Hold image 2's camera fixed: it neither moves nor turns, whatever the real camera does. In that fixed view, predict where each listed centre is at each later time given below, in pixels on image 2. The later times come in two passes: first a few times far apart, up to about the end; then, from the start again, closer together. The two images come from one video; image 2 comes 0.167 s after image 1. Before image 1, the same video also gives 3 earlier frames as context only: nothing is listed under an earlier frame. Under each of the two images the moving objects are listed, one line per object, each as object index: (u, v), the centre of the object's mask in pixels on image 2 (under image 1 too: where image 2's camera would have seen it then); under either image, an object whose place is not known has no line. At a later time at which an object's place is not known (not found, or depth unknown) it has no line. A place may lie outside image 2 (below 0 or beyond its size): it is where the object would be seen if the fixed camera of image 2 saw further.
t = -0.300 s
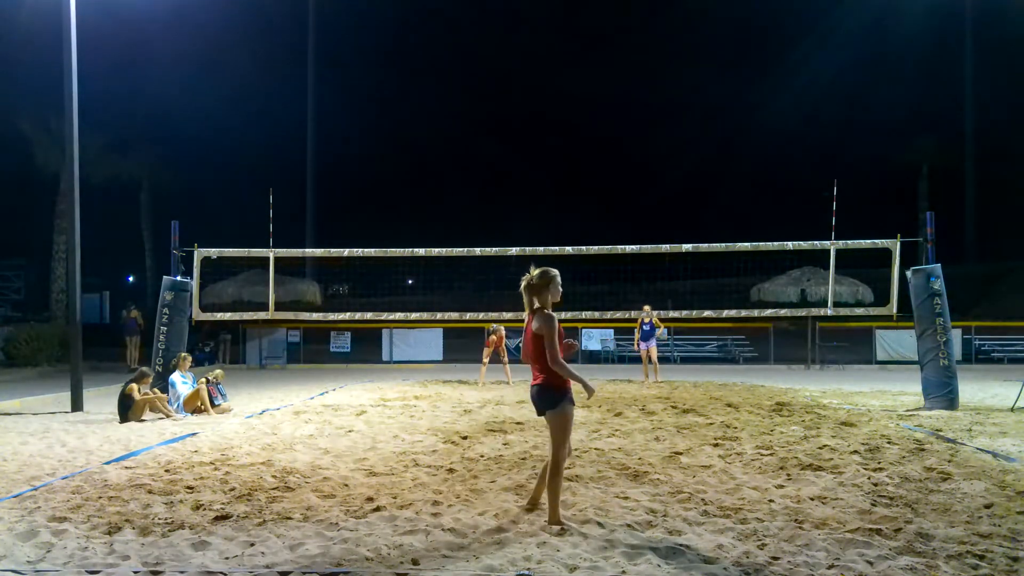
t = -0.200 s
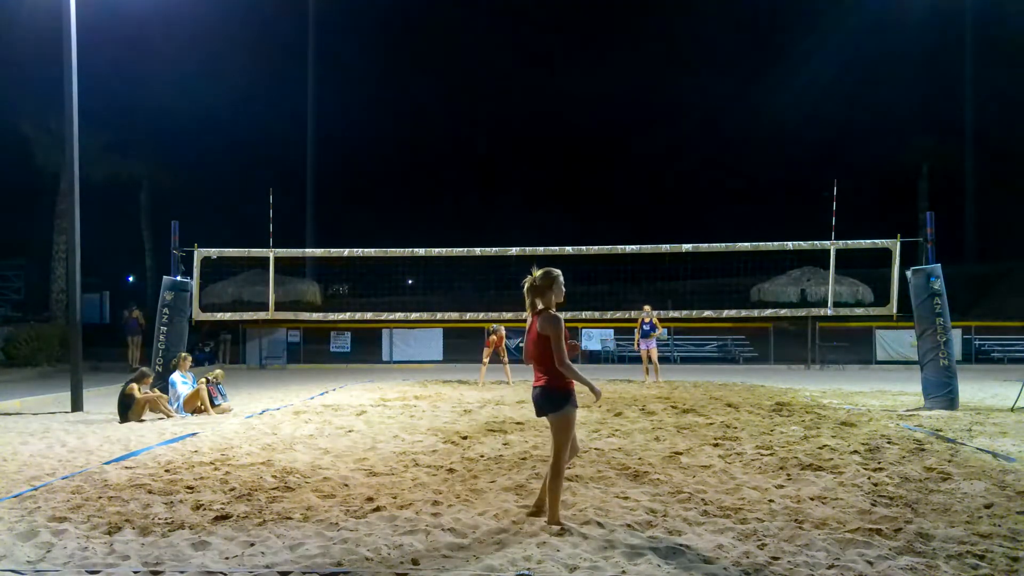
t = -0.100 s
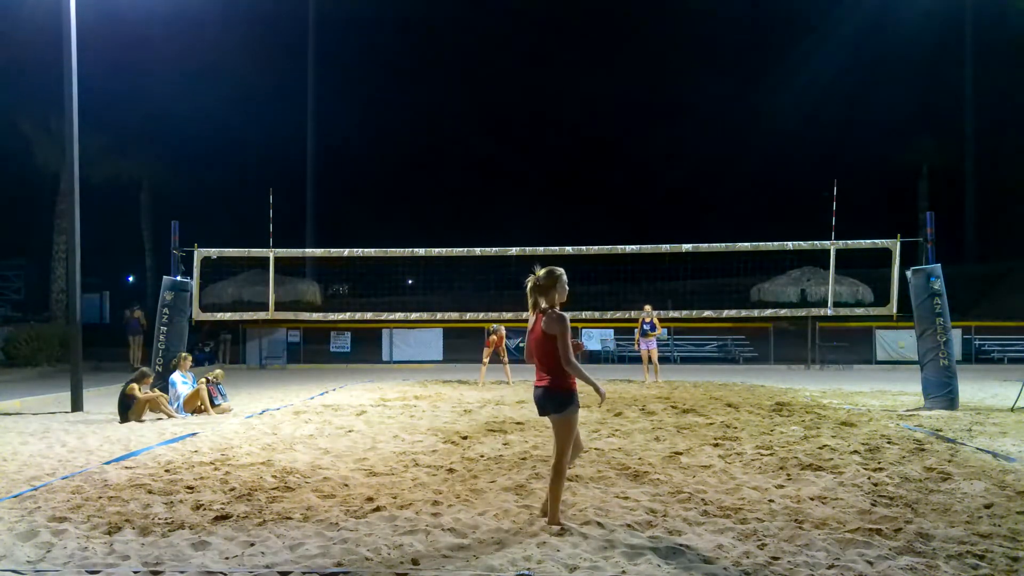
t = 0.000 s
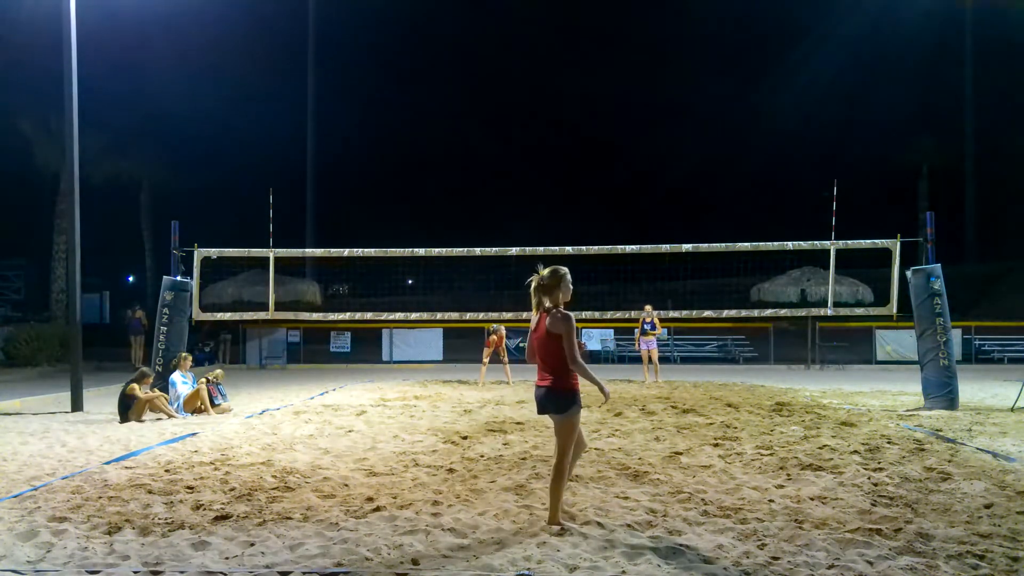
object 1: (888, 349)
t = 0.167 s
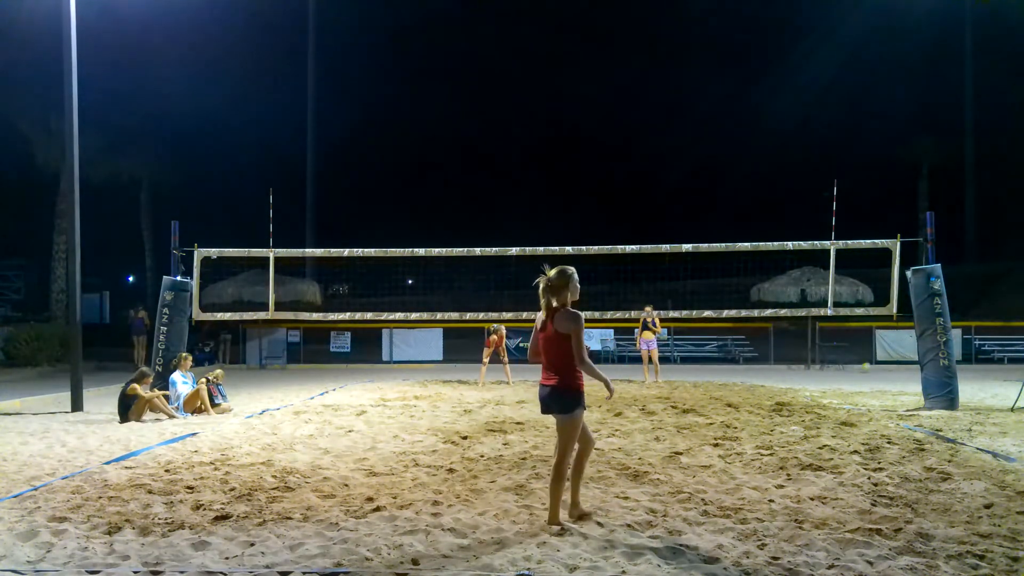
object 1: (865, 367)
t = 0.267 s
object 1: (854, 362)
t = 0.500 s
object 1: (828, 353)
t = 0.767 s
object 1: (798, 367)
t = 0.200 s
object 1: (861, 368)
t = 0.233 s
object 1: (857, 365)
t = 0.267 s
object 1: (854, 362)
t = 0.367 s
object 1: (843, 356)
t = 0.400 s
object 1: (839, 354)
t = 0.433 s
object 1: (835, 353)
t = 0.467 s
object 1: (832, 353)
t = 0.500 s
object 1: (828, 353)
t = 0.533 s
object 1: (824, 353)
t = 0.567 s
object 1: (820, 354)
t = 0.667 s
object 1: (808, 359)
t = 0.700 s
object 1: (805, 362)
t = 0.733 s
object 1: (801, 364)
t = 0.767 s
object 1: (798, 367)
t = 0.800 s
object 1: (793, 371)
